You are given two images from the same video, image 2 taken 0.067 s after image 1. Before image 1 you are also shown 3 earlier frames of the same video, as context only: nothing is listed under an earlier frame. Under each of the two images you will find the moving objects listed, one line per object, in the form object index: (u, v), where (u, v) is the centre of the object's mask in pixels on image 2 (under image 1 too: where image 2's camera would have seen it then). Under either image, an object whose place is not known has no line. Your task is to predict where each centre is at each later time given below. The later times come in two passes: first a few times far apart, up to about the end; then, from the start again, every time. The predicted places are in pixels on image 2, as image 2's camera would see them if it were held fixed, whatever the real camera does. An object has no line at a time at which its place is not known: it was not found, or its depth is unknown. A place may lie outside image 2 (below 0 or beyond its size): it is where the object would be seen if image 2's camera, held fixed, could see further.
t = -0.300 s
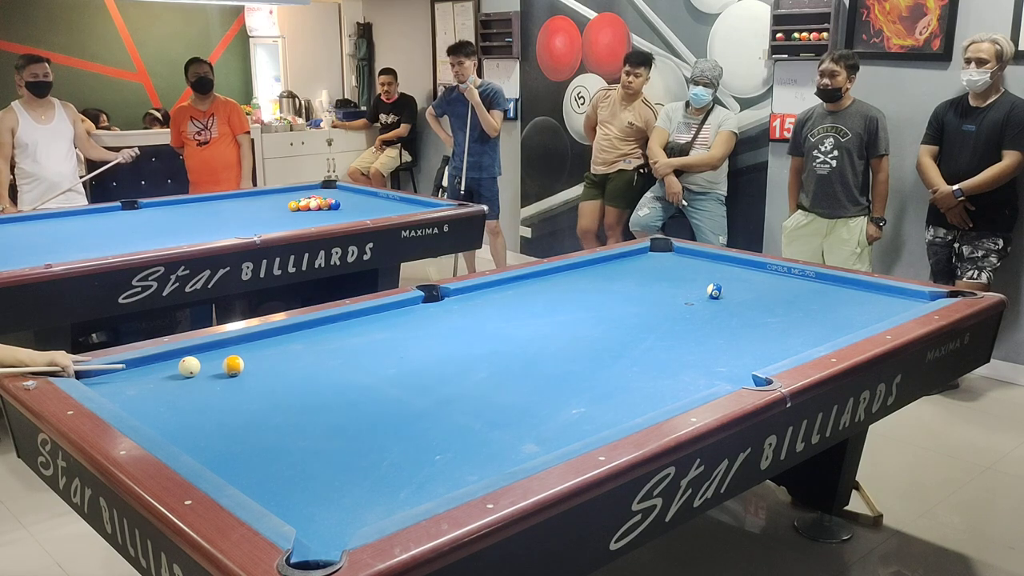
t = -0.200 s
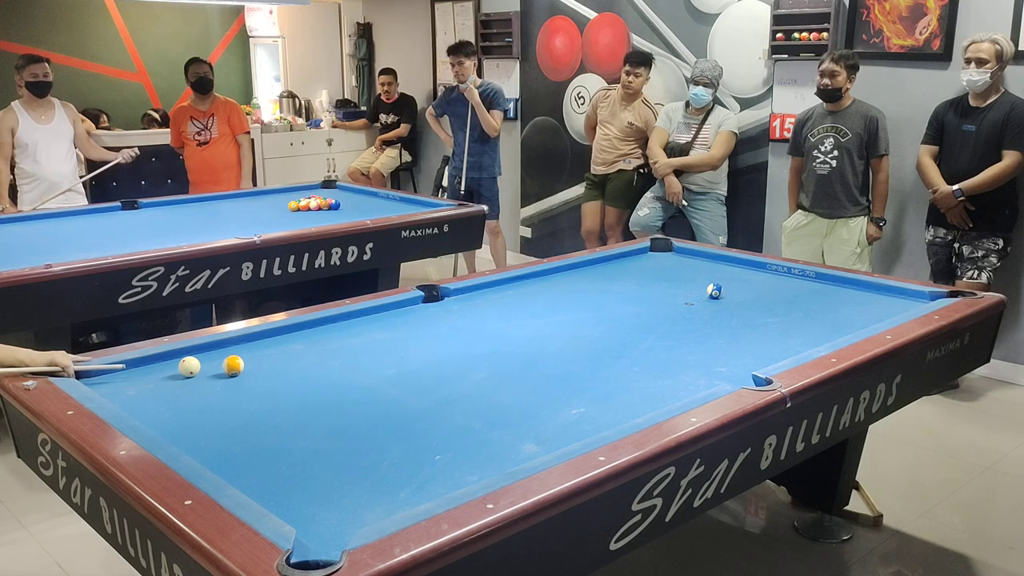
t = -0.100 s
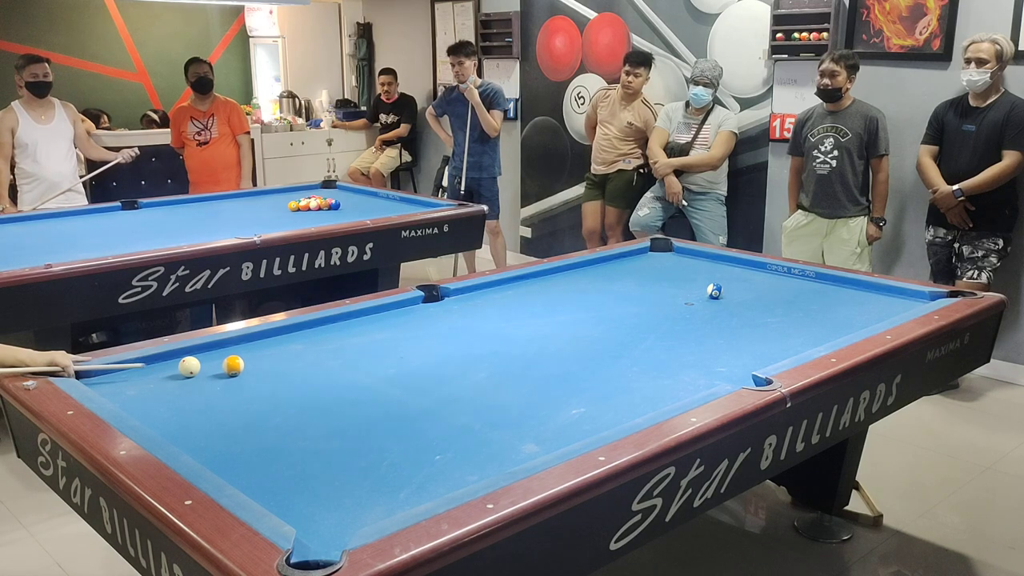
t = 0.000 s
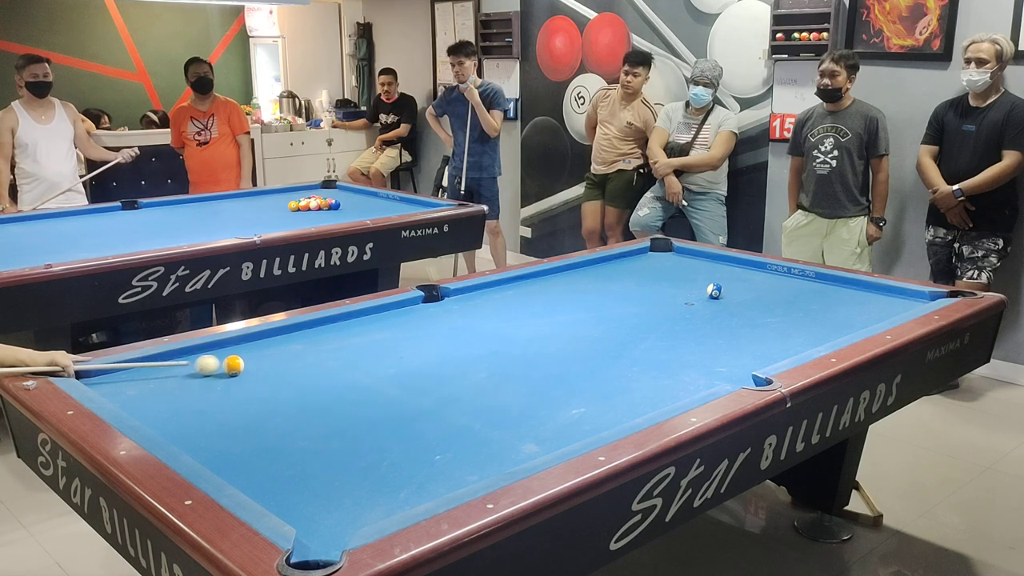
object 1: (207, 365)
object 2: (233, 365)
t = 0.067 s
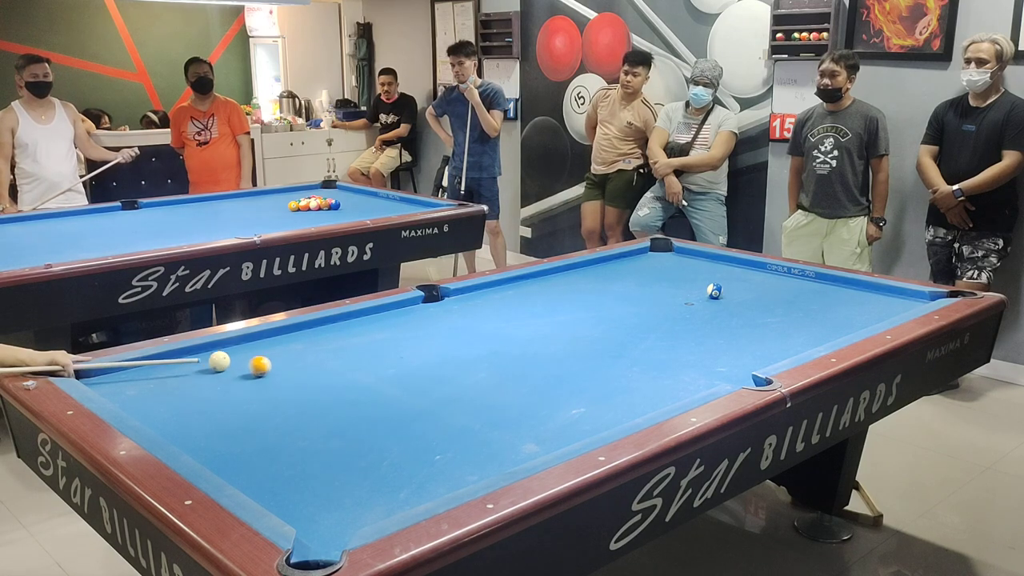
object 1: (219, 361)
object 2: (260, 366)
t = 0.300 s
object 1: (247, 348)
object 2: (342, 369)
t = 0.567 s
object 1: (276, 336)
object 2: (427, 372)
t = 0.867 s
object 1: (305, 326)
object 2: (522, 375)
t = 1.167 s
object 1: (333, 323)
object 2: (615, 378)
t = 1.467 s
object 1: (359, 320)
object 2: (707, 381)
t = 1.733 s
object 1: (380, 317)
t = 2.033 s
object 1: (400, 315)
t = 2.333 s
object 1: (418, 313)
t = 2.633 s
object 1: (434, 311)
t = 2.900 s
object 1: (446, 310)
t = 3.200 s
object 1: (458, 308)
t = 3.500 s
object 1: (467, 308)
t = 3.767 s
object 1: (474, 307)
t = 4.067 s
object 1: (479, 306)
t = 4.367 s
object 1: (482, 306)
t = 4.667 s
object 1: (483, 305)
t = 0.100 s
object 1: (223, 359)
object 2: (274, 366)
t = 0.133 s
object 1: (228, 357)
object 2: (287, 367)
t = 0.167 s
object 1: (232, 355)
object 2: (299, 367)
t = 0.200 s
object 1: (236, 354)
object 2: (310, 368)
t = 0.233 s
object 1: (240, 352)
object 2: (321, 368)
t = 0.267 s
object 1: (244, 350)
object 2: (331, 368)
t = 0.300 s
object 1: (247, 348)
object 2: (342, 369)
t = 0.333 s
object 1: (251, 347)
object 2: (353, 369)
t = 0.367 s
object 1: (255, 345)
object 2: (363, 369)
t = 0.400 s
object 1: (258, 344)
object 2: (374, 370)
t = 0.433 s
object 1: (262, 342)
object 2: (385, 371)
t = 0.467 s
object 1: (266, 341)
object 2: (395, 371)
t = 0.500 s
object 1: (269, 339)
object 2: (406, 371)
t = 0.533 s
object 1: (272, 338)
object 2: (417, 371)
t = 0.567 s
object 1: (276, 336)
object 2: (427, 372)
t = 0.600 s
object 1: (279, 335)
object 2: (438, 372)
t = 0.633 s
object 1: (282, 333)
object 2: (448, 373)
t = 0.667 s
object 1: (285, 332)
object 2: (459, 372)
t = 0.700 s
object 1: (288, 331)
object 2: (470, 373)
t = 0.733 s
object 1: (292, 329)
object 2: (480, 373)
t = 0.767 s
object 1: (295, 328)
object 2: (490, 374)
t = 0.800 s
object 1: (298, 327)
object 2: (501, 374)
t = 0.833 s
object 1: (301, 327)
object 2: (511, 375)
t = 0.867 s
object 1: (305, 326)
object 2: (522, 375)
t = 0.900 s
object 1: (308, 326)
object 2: (532, 375)
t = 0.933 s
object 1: (312, 325)
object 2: (542, 376)
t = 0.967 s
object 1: (315, 325)
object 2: (553, 376)
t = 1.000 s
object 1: (318, 325)
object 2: (563, 376)
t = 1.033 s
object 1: (321, 324)
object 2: (573, 377)
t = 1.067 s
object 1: (324, 324)
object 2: (584, 378)
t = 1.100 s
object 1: (327, 324)
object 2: (594, 378)
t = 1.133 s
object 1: (330, 323)
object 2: (605, 378)
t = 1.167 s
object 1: (333, 323)
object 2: (615, 378)
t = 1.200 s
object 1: (336, 322)
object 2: (625, 378)
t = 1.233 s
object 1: (339, 322)
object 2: (635, 379)
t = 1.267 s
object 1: (342, 322)
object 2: (646, 379)
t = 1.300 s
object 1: (345, 321)
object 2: (656, 380)
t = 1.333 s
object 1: (348, 321)
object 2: (666, 381)
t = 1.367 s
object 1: (351, 321)
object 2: (676, 380)
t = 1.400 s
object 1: (354, 320)
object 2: (687, 381)
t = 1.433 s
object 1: (356, 320)
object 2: (697, 381)
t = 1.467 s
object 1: (359, 320)
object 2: (707, 381)
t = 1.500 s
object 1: (362, 319)
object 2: (716, 379)
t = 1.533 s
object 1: (364, 319)
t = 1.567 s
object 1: (367, 319)
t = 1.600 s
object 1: (370, 318)
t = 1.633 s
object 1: (372, 318)
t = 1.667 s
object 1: (375, 318)
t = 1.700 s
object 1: (377, 317)
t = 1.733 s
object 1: (380, 317)
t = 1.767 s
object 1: (382, 317)
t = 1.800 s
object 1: (384, 317)
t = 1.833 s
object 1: (386, 316)
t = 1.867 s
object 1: (389, 316)
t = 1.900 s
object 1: (392, 316)
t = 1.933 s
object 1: (394, 315)
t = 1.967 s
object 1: (396, 315)
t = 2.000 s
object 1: (398, 315)
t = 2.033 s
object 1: (400, 315)
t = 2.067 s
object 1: (402, 315)
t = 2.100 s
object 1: (405, 314)
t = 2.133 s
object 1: (407, 314)
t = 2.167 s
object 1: (408, 314)
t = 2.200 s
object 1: (411, 314)
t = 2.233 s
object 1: (413, 314)
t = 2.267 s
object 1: (415, 313)
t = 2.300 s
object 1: (417, 313)
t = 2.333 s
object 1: (418, 313)
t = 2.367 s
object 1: (420, 313)
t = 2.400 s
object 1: (422, 312)
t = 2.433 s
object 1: (424, 312)
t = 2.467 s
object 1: (426, 312)
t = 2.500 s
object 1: (427, 312)
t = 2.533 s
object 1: (429, 312)
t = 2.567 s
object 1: (431, 311)
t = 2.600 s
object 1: (433, 311)
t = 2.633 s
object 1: (434, 311)
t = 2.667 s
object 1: (436, 311)
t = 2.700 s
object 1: (438, 310)
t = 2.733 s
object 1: (439, 310)
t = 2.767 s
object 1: (440, 310)
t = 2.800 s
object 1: (442, 310)
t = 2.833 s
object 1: (443, 310)
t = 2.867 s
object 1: (445, 310)
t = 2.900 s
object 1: (446, 310)
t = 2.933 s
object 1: (448, 310)
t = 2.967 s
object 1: (449, 309)
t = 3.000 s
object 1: (450, 309)
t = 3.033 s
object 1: (452, 309)
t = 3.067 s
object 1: (453, 309)
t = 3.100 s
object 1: (454, 309)
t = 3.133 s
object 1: (456, 309)
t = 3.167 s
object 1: (457, 309)
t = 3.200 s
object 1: (458, 308)
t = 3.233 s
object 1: (459, 308)
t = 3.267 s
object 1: (460, 308)
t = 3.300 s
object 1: (461, 308)
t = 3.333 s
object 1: (462, 308)
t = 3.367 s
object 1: (463, 308)
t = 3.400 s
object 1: (464, 308)
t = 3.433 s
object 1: (465, 307)
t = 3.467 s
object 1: (466, 308)
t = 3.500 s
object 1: (467, 308)
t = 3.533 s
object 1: (468, 307)
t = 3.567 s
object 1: (469, 307)
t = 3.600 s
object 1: (470, 307)
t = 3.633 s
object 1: (470, 307)
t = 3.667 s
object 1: (471, 307)
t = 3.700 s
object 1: (472, 307)
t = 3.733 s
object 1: (473, 307)
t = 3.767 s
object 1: (474, 307)
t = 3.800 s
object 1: (475, 307)
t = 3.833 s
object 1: (475, 307)
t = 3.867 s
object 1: (476, 307)
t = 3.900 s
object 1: (477, 307)
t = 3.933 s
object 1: (477, 306)
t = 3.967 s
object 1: (478, 306)
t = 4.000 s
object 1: (478, 306)
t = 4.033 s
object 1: (479, 306)
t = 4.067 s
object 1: (479, 306)
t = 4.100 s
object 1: (479, 306)
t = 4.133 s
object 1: (480, 306)
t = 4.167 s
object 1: (480, 306)
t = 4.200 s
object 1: (481, 306)
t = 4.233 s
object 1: (481, 306)
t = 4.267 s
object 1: (481, 306)
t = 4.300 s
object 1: (482, 306)
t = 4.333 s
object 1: (482, 306)
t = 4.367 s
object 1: (482, 306)
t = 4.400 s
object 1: (482, 306)
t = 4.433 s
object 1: (483, 306)
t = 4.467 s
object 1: (483, 306)
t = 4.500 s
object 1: (483, 306)
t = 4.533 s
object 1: (483, 306)
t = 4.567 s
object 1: (483, 306)
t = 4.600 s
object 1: (483, 306)
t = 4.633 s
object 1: (483, 306)
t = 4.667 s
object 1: (483, 305)
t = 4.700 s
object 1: (483, 306)
